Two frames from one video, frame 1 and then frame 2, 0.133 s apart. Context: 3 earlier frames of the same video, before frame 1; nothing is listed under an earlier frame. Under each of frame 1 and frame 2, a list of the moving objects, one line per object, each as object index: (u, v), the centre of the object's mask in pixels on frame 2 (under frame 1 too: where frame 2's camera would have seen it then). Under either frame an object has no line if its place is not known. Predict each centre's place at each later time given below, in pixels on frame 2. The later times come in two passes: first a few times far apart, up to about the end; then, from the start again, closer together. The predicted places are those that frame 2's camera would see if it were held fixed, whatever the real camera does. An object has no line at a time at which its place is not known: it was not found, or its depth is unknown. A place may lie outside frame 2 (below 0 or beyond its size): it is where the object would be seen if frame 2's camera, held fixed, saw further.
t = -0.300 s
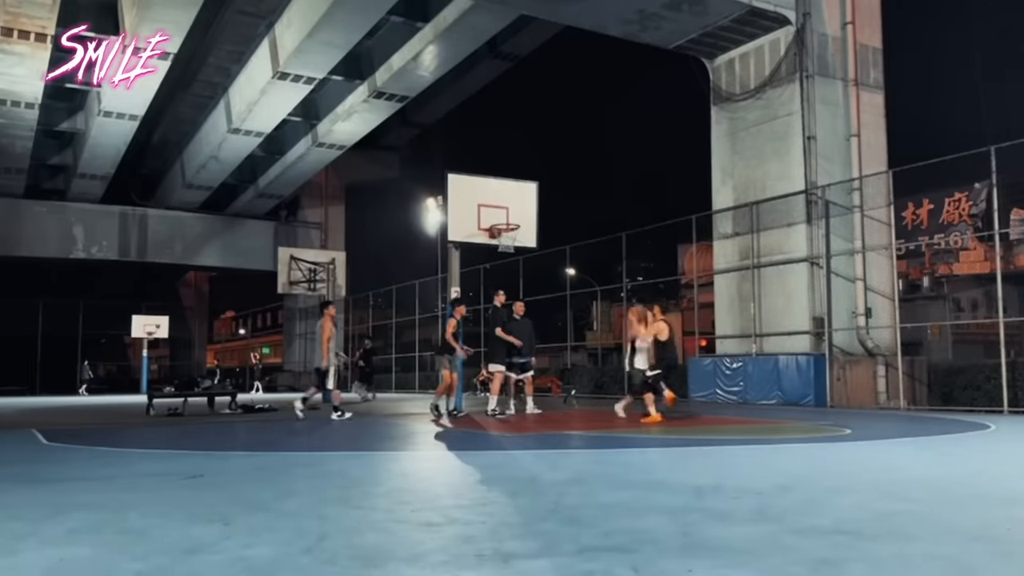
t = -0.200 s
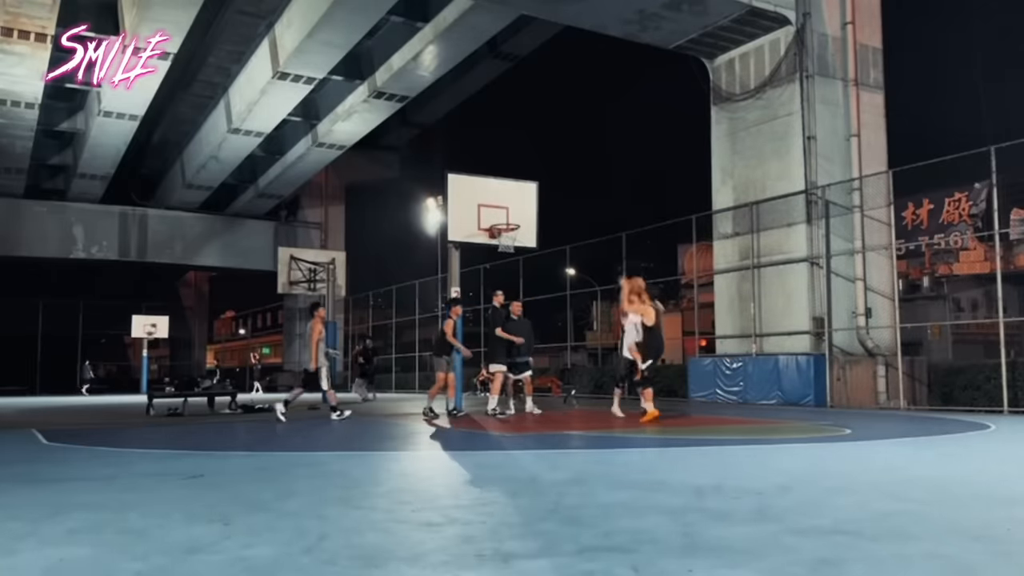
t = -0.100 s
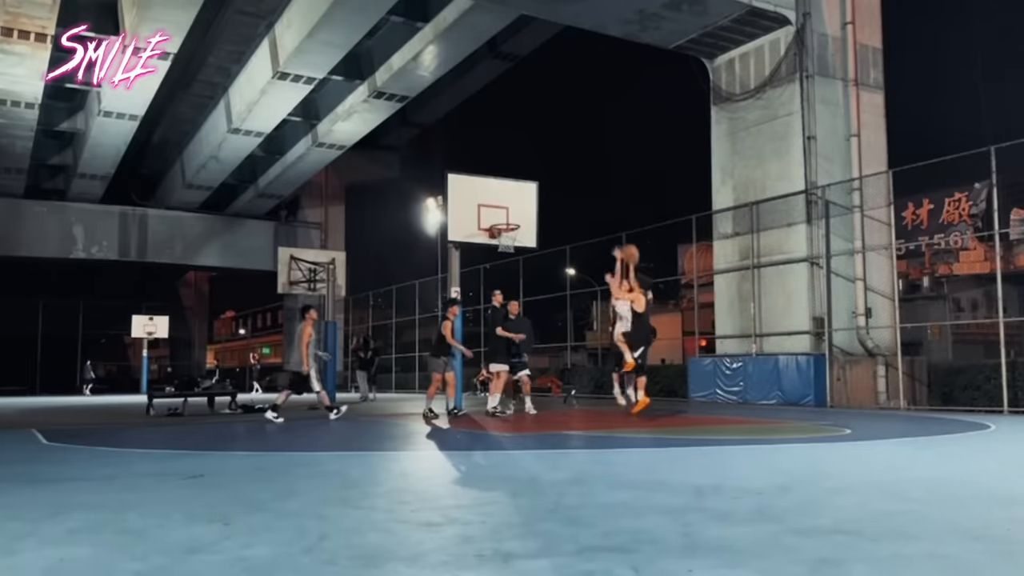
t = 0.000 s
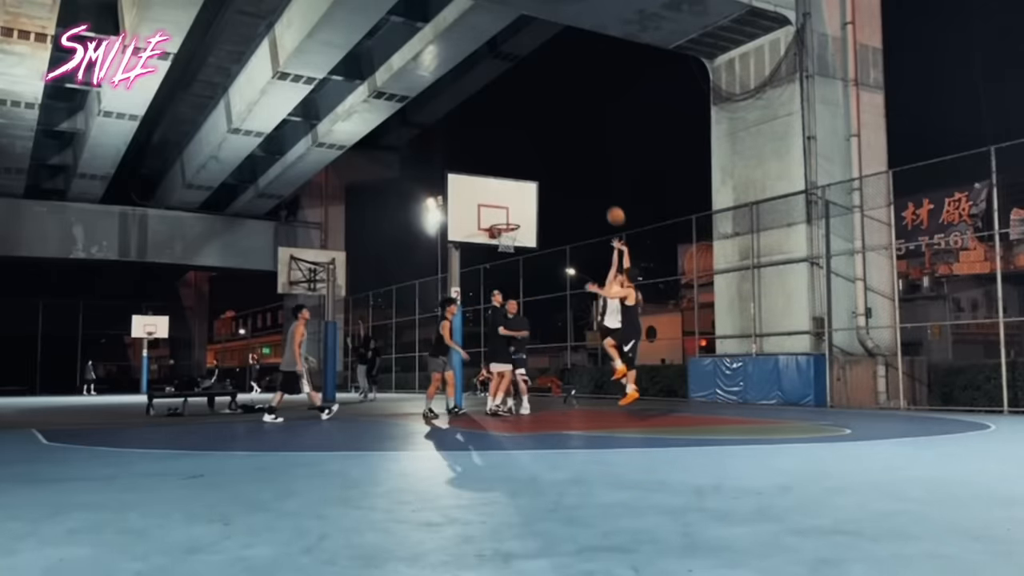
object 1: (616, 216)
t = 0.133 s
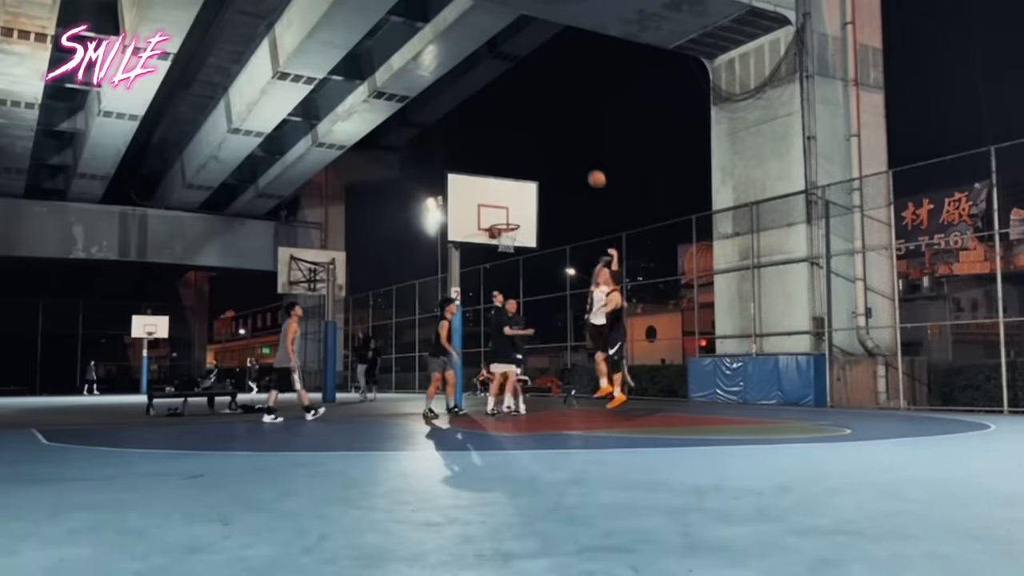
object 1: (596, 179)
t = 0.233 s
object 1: (581, 158)
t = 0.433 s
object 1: (556, 144)
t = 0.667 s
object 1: (529, 159)
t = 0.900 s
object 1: (505, 205)
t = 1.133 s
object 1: (520, 235)
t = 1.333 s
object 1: (515, 239)
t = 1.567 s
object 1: (499, 258)
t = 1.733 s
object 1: (488, 289)
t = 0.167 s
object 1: (592, 172)
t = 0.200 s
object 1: (587, 165)
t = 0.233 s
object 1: (581, 158)
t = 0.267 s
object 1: (576, 154)
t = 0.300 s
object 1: (572, 150)
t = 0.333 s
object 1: (568, 148)
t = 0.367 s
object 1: (564, 146)
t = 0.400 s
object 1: (560, 144)
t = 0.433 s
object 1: (556, 144)
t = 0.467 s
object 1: (552, 144)
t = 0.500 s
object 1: (548, 145)
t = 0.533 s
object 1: (544, 146)
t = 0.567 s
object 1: (541, 148)
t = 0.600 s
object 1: (537, 151)
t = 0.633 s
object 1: (533, 154)
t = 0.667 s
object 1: (529, 159)
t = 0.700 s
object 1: (526, 163)
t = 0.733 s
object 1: (522, 169)
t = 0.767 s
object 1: (519, 174)
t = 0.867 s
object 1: (508, 197)
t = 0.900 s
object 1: (505, 205)
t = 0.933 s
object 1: (502, 213)
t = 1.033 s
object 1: (508, 234)
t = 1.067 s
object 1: (514, 237)
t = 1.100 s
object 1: (518, 237)
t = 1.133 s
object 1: (520, 235)
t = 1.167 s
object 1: (520, 233)
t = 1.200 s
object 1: (521, 234)
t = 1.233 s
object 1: (519, 235)
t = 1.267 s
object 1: (518, 236)
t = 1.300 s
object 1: (516, 238)
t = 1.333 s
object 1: (515, 239)
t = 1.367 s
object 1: (512, 241)
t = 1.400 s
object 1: (510, 243)
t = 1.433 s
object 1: (507, 245)
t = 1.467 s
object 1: (506, 248)
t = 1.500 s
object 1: (504, 250)
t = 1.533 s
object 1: (501, 253)
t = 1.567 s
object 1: (499, 258)
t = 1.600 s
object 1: (496, 263)
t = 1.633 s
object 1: (494, 269)
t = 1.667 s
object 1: (491, 276)
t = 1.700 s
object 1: (489, 282)
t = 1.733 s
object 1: (488, 289)
